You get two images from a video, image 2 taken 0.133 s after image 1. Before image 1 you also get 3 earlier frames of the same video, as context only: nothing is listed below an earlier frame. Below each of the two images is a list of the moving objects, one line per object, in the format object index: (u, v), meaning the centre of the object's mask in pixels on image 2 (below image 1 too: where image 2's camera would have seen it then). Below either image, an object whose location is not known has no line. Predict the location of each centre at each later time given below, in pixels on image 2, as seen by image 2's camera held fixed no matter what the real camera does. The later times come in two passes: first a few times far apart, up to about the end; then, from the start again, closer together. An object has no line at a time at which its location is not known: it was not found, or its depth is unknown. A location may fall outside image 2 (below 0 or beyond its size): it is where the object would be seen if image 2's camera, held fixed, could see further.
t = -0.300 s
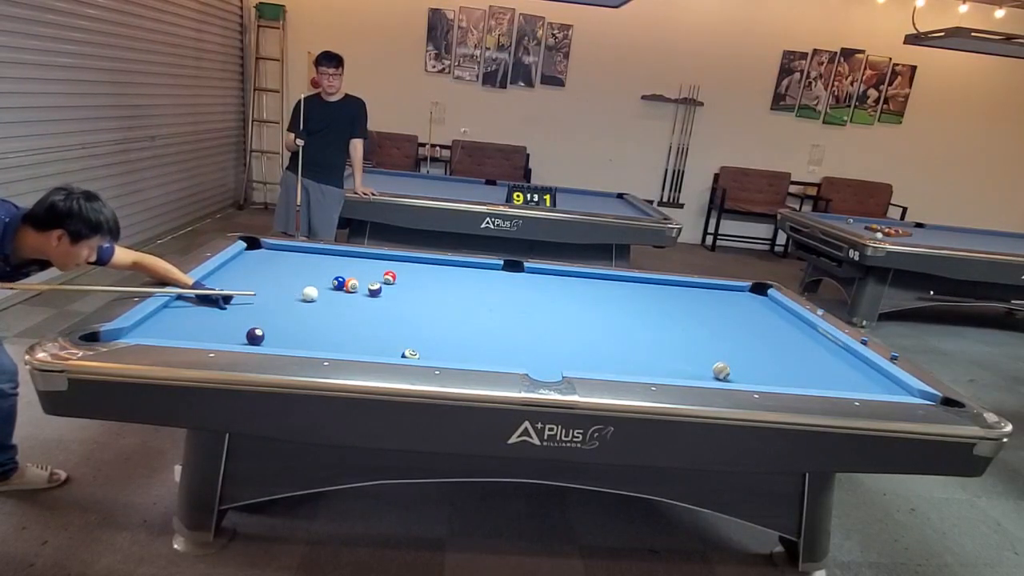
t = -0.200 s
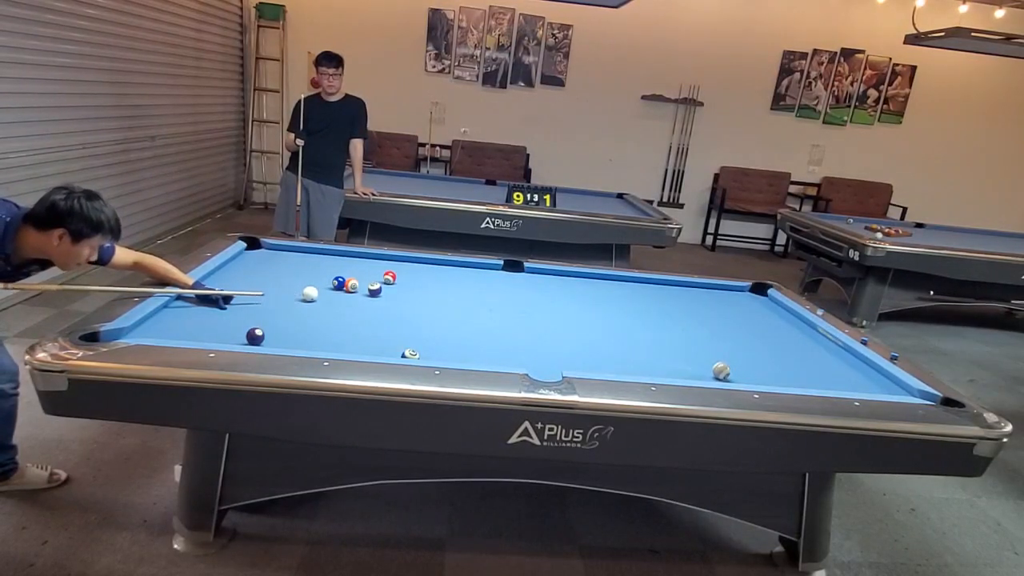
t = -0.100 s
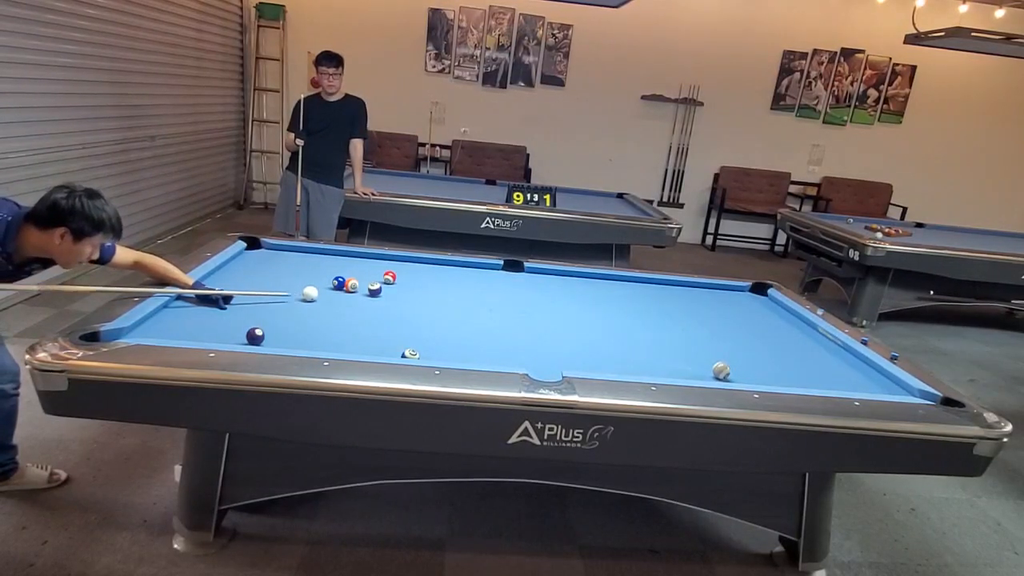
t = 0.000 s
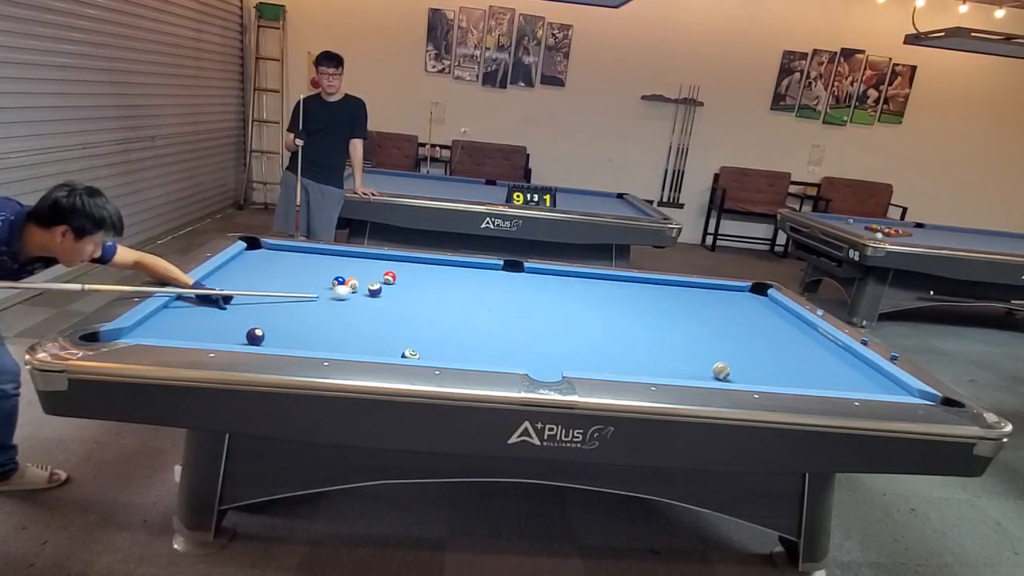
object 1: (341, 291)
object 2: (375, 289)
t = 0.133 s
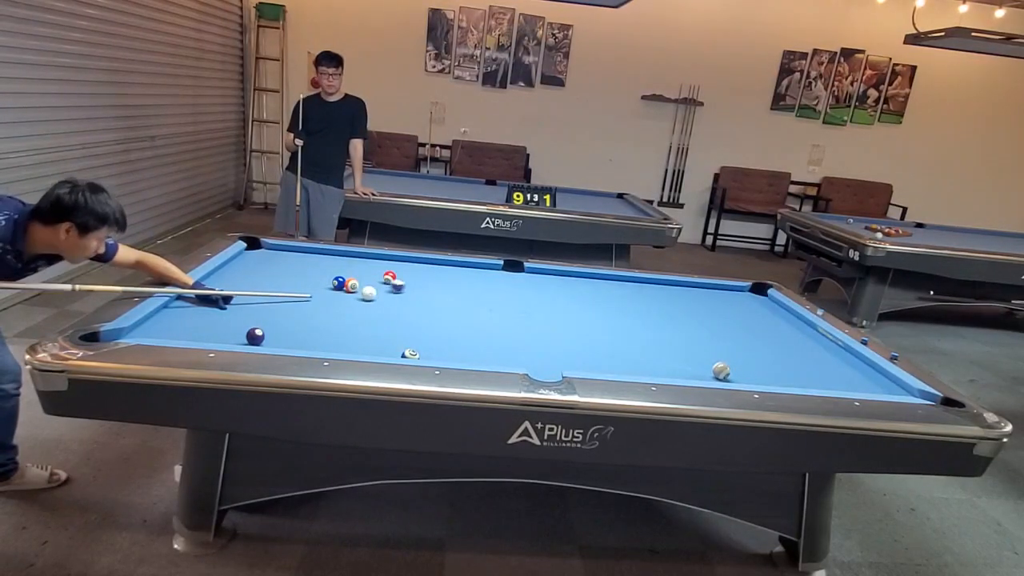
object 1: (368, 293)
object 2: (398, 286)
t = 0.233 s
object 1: (375, 296)
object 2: (419, 283)
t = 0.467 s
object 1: (390, 301)
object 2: (459, 277)
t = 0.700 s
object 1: (405, 306)
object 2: (495, 271)
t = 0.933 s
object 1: (420, 311)
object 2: (513, 267)
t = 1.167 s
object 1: (434, 316)
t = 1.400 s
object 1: (448, 320)
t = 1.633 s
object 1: (461, 325)
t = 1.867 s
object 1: (473, 329)
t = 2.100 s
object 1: (484, 333)
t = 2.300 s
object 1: (494, 336)
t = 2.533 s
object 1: (504, 340)
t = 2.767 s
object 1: (513, 343)
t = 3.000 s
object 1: (522, 346)
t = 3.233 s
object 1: (530, 349)
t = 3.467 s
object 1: (536, 351)
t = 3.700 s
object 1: (542, 353)
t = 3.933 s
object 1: (547, 355)
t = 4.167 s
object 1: (550, 357)
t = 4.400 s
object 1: (553, 357)
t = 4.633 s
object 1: (555, 358)
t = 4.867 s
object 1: (555, 359)
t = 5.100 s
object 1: (555, 358)
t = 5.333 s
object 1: (555, 358)
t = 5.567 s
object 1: (555, 359)
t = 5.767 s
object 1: (555, 358)
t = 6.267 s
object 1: (555, 358)
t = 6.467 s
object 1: (555, 358)
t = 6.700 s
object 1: (555, 358)
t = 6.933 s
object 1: (555, 358)
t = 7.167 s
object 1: (555, 358)
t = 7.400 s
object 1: (555, 358)
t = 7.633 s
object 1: (555, 358)
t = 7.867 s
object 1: (555, 358)
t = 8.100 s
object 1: (555, 358)
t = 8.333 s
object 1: (555, 358)
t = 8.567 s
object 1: (555, 358)
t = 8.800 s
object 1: (555, 358)
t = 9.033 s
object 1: (555, 358)
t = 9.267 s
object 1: (555, 358)
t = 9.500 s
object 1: (555, 358)
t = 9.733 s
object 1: (555, 358)
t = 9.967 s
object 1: (555, 358)
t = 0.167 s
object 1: (371, 294)
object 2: (405, 285)
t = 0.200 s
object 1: (373, 295)
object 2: (411, 284)
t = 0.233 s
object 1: (375, 296)
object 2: (419, 283)
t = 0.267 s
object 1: (377, 296)
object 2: (425, 282)
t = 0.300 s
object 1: (380, 297)
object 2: (431, 281)
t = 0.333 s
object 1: (382, 298)
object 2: (437, 280)
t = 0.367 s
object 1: (384, 298)
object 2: (442, 279)
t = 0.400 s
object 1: (386, 299)
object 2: (448, 278)
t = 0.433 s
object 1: (388, 300)
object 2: (454, 277)
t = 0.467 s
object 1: (390, 301)
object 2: (459, 277)
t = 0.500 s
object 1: (392, 302)
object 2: (465, 275)
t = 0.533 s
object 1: (394, 302)
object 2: (470, 275)
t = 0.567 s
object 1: (397, 303)
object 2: (475, 274)
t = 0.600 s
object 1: (399, 304)
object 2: (480, 273)
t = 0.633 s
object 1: (401, 304)
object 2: (485, 272)
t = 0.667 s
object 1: (403, 305)
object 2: (490, 272)
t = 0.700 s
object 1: (405, 306)
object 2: (495, 271)
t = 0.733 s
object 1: (407, 306)
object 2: (500, 270)
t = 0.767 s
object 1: (409, 307)
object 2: (504, 269)
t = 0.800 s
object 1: (412, 308)
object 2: (509, 268)
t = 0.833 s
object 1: (414, 309)
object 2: (513, 268)
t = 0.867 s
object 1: (416, 309)
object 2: (517, 267)
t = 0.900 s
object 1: (418, 310)
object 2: (517, 266)
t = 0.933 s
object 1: (420, 311)
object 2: (513, 267)
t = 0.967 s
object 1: (422, 312)
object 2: (510, 269)
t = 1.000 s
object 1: (424, 312)
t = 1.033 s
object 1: (426, 313)
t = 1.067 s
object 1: (428, 313)
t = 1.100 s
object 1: (430, 314)
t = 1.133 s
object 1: (432, 315)
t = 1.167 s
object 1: (434, 316)
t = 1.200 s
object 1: (436, 316)
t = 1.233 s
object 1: (438, 317)
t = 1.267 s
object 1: (440, 317)
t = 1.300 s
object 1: (442, 318)
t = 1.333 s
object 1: (444, 319)
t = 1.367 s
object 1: (446, 320)
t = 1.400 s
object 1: (448, 320)
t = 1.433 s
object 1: (449, 321)
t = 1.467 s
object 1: (451, 321)
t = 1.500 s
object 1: (453, 322)
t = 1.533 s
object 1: (455, 323)
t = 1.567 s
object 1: (457, 323)
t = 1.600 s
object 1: (459, 324)
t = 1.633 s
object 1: (461, 325)
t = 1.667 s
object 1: (462, 325)
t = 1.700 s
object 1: (464, 326)
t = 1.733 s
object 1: (466, 327)
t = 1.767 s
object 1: (468, 327)
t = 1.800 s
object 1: (469, 328)
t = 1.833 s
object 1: (471, 328)
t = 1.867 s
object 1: (473, 329)
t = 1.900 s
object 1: (475, 329)
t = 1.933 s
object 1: (476, 330)
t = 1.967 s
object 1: (478, 331)
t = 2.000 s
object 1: (479, 331)
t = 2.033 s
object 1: (481, 332)
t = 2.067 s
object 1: (483, 332)
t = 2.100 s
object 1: (484, 333)
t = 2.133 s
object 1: (486, 334)
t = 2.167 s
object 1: (487, 334)
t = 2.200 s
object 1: (489, 335)
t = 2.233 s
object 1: (490, 335)
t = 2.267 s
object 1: (492, 336)
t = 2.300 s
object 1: (494, 336)
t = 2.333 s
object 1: (495, 337)
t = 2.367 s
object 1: (497, 337)
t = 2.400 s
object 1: (498, 338)
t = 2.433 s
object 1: (500, 338)
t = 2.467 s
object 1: (501, 339)
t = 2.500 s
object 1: (503, 340)
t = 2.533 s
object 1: (504, 340)
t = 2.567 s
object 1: (505, 341)
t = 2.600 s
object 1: (507, 341)
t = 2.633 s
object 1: (508, 341)
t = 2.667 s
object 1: (509, 342)
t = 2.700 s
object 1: (511, 343)
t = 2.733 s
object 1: (512, 343)
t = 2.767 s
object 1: (513, 343)
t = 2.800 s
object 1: (515, 344)
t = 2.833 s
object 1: (516, 344)
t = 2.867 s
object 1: (517, 344)
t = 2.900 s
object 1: (518, 345)
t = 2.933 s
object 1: (519, 345)
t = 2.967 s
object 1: (521, 346)
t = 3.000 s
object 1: (522, 346)
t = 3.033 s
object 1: (523, 347)
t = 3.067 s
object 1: (524, 347)
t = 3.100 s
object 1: (525, 347)
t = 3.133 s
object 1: (527, 348)
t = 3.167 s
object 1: (528, 348)
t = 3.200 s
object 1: (529, 349)
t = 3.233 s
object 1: (530, 349)
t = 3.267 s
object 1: (531, 349)
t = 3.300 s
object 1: (532, 350)
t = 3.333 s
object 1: (533, 350)
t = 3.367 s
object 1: (534, 350)
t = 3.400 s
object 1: (535, 350)
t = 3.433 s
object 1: (536, 351)
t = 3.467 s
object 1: (536, 351)
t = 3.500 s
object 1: (537, 351)
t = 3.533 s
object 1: (538, 352)
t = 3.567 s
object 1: (539, 352)
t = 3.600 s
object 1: (540, 353)
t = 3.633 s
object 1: (541, 353)
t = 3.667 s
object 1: (541, 353)
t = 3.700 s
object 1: (542, 353)
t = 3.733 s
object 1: (543, 354)
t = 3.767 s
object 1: (543, 354)
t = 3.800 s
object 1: (544, 354)
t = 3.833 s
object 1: (545, 355)
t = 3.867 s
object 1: (546, 355)
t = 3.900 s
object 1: (546, 355)
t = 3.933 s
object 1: (547, 355)
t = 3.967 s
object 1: (547, 355)
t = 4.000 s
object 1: (548, 356)
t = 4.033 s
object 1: (548, 356)
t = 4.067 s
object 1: (549, 356)
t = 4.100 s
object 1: (549, 356)
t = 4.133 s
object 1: (550, 357)
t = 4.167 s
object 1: (550, 357)
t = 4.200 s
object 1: (551, 357)
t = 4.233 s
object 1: (551, 357)
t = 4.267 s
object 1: (552, 357)
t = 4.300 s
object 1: (552, 357)
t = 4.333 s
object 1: (552, 357)
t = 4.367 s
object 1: (553, 357)
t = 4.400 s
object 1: (553, 357)
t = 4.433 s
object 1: (553, 358)
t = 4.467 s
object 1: (554, 358)
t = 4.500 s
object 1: (554, 358)
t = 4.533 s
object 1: (554, 358)
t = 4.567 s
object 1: (554, 358)
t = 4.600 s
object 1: (555, 358)
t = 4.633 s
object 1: (555, 358)
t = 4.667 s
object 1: (555, 358)
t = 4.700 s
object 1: (555, 359)
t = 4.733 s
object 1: (555, 359)
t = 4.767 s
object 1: (555, 359)
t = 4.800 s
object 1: (555, 358)
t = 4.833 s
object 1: (555, 359)
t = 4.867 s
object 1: (555, 359)
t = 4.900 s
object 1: (556, 359)
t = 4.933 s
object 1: (555, 359)
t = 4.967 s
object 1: (555, 358)
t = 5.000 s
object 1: (555, 358)
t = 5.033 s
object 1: (555, 358)
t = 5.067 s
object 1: (555, 359)
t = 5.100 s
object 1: (555, 358)
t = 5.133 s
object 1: (555, 358)
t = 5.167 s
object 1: (555, 358)
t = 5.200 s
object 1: (555, 358)
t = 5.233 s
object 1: (555, 358)
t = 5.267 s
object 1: (555, 358)
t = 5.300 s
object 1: (555, 358)
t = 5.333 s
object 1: (555, 358)
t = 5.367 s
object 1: (555, 358)
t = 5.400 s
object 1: (555, 358)
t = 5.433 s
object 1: (555, 358)
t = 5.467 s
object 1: (555, 358)
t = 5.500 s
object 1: (555, 358)
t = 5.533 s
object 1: (555, 359)
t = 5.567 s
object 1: (555, 359)
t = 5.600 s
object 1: (555, 358)
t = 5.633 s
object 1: (555, 359)
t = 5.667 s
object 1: (555, 358)
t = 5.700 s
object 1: (555, 358)
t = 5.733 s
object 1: (555, 358)
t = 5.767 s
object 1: (555, 358)
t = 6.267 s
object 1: (555, 358)
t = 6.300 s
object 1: (555, 358)
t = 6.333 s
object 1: (555, 358)
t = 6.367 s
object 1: (555, 358)
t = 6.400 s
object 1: (555, 358)
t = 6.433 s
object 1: (555, 358)
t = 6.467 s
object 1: (555, 358)
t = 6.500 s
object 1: (555, 358)
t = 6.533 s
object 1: (555, 358)
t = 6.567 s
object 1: (555, 358)
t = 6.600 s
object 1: (555, 358)
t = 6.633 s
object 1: (555, 358)
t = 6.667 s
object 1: (555, 358)
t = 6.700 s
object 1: (555, 358)
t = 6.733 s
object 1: (556, 358)
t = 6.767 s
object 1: (556, 358)
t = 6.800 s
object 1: (555, 358)
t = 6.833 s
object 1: (555, 358)
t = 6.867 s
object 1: (555, 358)
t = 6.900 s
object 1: (555, 358)
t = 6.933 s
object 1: (555, 358)
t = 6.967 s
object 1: (555, 358)
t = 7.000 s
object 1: (555, 358)
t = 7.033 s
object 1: (555, 358)
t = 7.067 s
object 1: (555, 358)
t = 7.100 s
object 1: (555, 358)
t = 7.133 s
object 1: (555, 358)
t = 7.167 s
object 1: (555, 358)
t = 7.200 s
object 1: (555, 358)
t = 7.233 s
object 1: (555, 358)
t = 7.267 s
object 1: (555, 358)
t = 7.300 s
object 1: (555, 358)
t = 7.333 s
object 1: (555, 358)
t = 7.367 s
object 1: (555, 358)
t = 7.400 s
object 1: (555, 358)
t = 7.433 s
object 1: (555, 358)
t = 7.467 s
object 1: (555, 358)
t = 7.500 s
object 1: (555, 358)
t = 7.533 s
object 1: (555, 358)
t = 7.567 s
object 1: (555, 358)
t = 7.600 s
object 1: (555, 358)
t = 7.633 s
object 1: (555, 358)
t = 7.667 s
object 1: (555, 358)
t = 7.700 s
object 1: (555, 358)
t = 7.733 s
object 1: (555, 358)
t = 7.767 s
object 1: (555, 358)
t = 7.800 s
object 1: (555, 358)
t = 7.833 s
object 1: (555, 358)
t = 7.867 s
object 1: (555, 358)
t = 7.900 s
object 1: (555, 358)
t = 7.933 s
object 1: (555, 358)
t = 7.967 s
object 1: (555, 358)
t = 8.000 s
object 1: (555, 358)
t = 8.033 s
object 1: (555, 358)
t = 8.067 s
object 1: (555, 358)
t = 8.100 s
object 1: (555, 358)
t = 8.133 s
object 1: (555, 358)
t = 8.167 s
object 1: (555, 358)
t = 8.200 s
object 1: (555, 358)
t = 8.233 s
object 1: (555, 358)
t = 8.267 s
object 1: (555, 358)
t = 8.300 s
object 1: (555, 358)
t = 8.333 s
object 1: (555, 358)
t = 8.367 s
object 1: (555, 358)
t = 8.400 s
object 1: (555, 358)
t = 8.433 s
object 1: (555, 358)
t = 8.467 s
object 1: (555, 358)
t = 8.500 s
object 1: (555, 358)
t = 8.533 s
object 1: (555, 358)
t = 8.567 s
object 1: (555, 358)
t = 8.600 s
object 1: (555, 358)
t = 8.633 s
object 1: (555, 358)
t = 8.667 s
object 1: (555, 358)
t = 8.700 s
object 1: (555, 358)
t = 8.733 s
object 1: (555, 358)
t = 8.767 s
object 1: (555, 358)
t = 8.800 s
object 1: (555, 358)
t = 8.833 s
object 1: (555, 358)
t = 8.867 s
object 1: (555, 358)
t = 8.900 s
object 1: (555, 358)
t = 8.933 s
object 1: (555, 358)
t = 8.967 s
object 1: (555, 358)
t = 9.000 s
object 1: (555, 358)
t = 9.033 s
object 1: (555, 358)
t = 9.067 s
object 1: (555, 358)
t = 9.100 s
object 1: (555, 358)
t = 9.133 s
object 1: (555, 358)
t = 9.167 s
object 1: (555, 358)
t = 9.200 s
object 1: (555, 358)
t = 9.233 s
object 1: (555, 358)
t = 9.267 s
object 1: (555, 358)
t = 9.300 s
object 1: (555, 358)
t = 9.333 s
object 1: (555, 358)
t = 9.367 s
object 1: (555, 358)
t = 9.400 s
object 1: (555, 358)
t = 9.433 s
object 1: (555, 358)
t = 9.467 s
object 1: (555, 358)
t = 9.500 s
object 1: (555, 358)
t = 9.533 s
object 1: (555, 358)
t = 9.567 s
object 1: (555, 358)
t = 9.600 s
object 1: (555, 358)
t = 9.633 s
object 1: (555, 358)
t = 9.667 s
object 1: (555, 358)
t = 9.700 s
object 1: (555, 358)
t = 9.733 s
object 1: (555, 358)
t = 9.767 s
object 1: (555, 358)
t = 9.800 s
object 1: (555, 358)
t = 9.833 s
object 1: (555, 358)
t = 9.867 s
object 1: (555, 358)
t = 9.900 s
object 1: (555, 358)
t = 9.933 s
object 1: (555, 358)
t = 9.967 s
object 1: (555, 358)
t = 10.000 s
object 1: (555, 358)
